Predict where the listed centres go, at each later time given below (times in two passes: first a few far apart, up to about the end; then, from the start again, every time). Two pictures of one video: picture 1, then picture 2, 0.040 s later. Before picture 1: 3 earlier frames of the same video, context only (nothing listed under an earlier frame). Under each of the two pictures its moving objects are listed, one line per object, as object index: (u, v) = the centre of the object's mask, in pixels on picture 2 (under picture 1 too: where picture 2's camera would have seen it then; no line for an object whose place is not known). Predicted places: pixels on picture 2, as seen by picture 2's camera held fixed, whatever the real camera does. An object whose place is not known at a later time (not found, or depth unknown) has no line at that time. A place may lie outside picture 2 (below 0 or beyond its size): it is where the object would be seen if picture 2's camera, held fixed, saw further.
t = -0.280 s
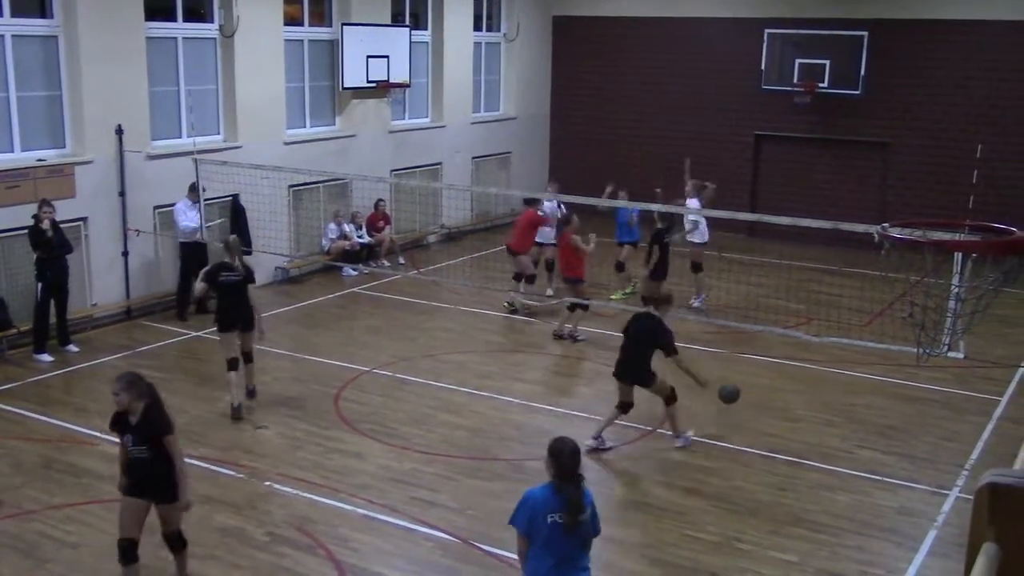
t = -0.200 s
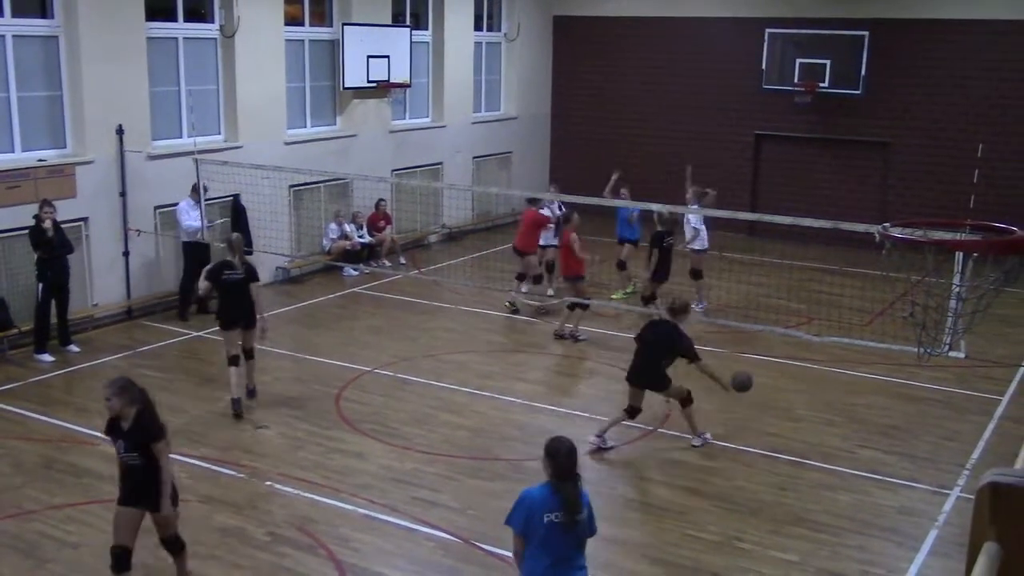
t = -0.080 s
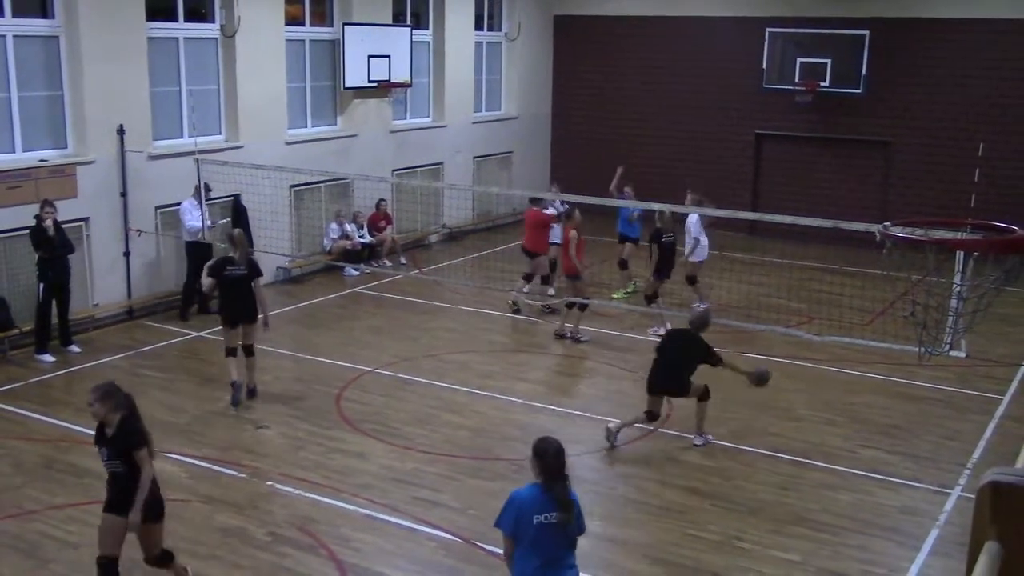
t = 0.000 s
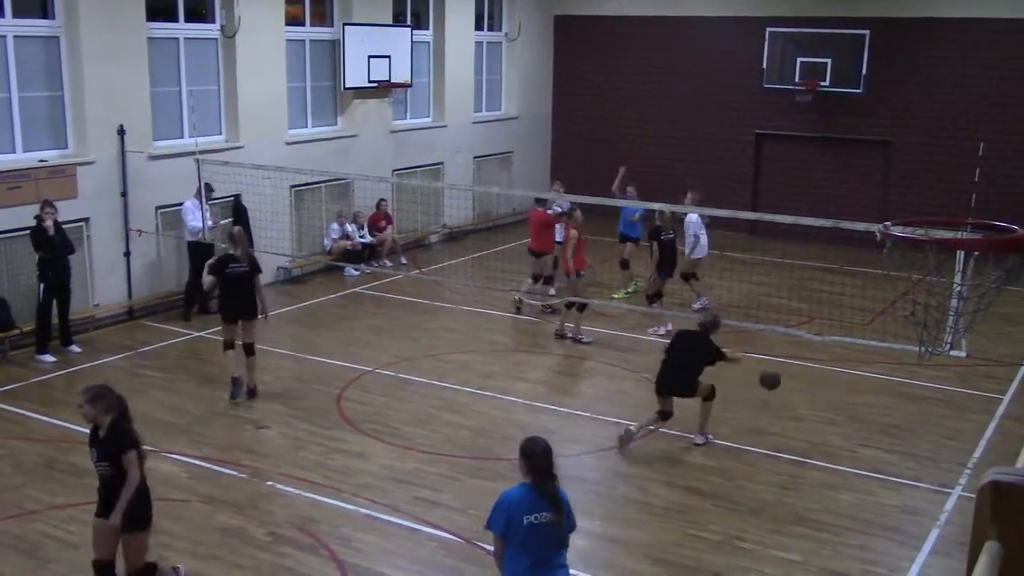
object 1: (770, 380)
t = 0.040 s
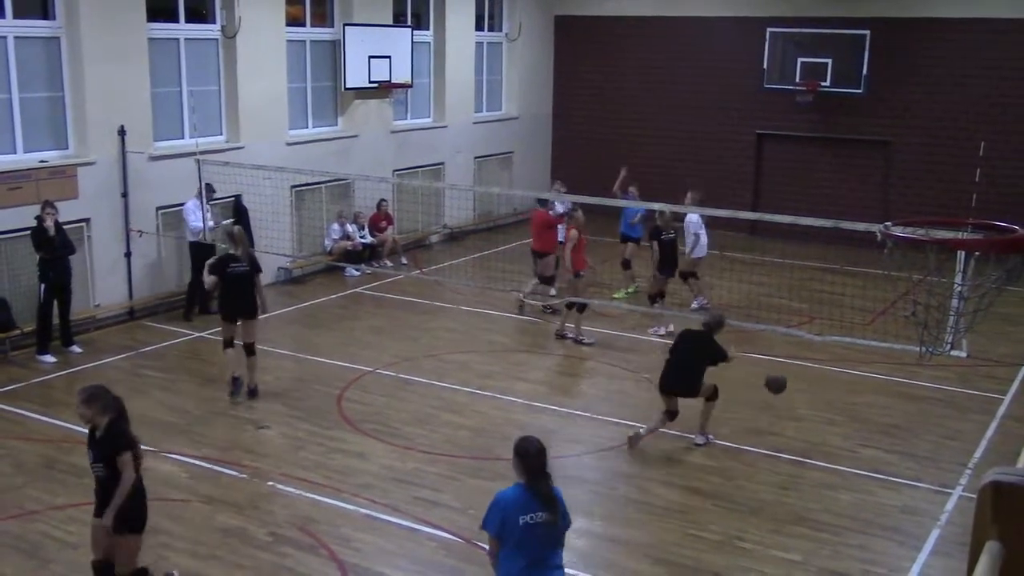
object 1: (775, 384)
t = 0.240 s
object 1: (799, 406)
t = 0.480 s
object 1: (829, 376)
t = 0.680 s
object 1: (850, 392)
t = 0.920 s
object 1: (877, 377)
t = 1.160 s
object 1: (901, 388)
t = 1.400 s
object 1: (926, 374)
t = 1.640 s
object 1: (948, 379)
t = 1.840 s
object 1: (966, 374)
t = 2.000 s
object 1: (981, 374)
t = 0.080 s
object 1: (781, 388)
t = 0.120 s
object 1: (785, 395)
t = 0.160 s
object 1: (789, 404)
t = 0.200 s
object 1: (794, 415)
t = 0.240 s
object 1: (799, 406)
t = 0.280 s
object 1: (805, 398)
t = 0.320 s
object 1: (810, 391)
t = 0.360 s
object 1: (815, 385)
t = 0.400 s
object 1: (820, 381)
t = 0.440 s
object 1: (825, 377)
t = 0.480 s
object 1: (829, 376)
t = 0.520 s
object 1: (833, 377)
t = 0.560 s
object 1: (837, 378)
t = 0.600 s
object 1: (842, 381)
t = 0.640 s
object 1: (846, 386)
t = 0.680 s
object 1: (850, 392)
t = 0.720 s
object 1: (854, 399)
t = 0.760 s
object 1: (857, 400)
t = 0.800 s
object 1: (863, 392)
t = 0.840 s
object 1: (868, 385)
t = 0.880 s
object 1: (872, 381)
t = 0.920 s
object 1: (877, 377)
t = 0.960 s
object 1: (881, 377)
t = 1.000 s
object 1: (885, 377)
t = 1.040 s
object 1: (890, 378)
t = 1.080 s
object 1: (894, 379)
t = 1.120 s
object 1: (897, 384)
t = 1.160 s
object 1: (901, 388)
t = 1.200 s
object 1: (904, 394)
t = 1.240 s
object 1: (909, 386)
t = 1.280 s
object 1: (913, 382)
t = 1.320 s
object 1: (917, 378)
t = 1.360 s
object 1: (921, 375)
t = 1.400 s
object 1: (926, 374)
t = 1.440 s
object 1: (929, 375)
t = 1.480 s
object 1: (933, 377)
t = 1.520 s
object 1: (937, 380)
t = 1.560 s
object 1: (940, 386)
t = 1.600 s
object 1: (944, 387)
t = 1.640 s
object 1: (948, 379)
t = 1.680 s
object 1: (953, 375)
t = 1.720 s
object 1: (956, 373)
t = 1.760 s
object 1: (960, 372)
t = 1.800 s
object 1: (963, 373)
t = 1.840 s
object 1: (966, 374)
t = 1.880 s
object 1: (969, 379)
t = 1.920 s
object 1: (971, 380)
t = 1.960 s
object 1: (977, 378)
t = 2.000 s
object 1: (981, 374)
